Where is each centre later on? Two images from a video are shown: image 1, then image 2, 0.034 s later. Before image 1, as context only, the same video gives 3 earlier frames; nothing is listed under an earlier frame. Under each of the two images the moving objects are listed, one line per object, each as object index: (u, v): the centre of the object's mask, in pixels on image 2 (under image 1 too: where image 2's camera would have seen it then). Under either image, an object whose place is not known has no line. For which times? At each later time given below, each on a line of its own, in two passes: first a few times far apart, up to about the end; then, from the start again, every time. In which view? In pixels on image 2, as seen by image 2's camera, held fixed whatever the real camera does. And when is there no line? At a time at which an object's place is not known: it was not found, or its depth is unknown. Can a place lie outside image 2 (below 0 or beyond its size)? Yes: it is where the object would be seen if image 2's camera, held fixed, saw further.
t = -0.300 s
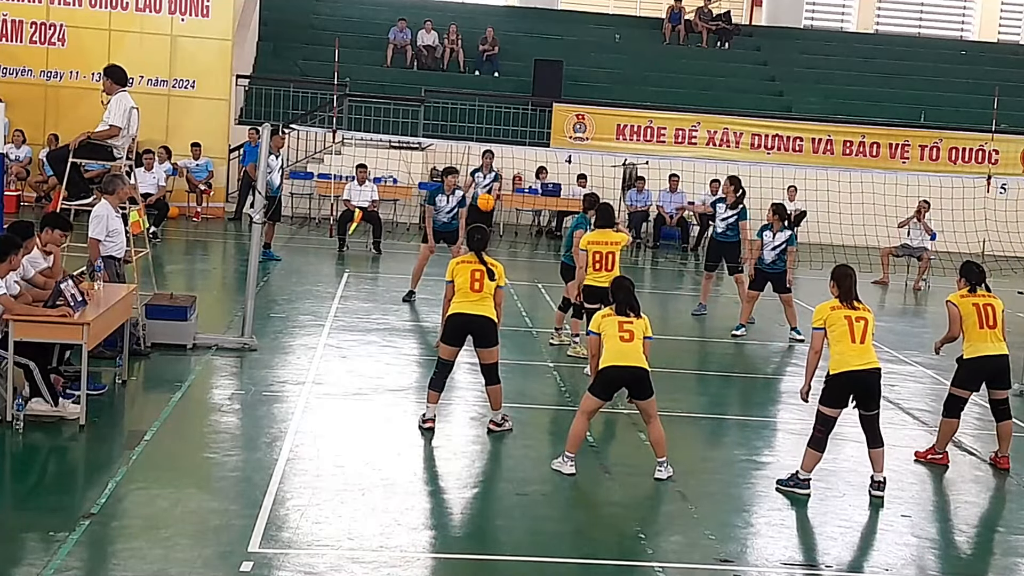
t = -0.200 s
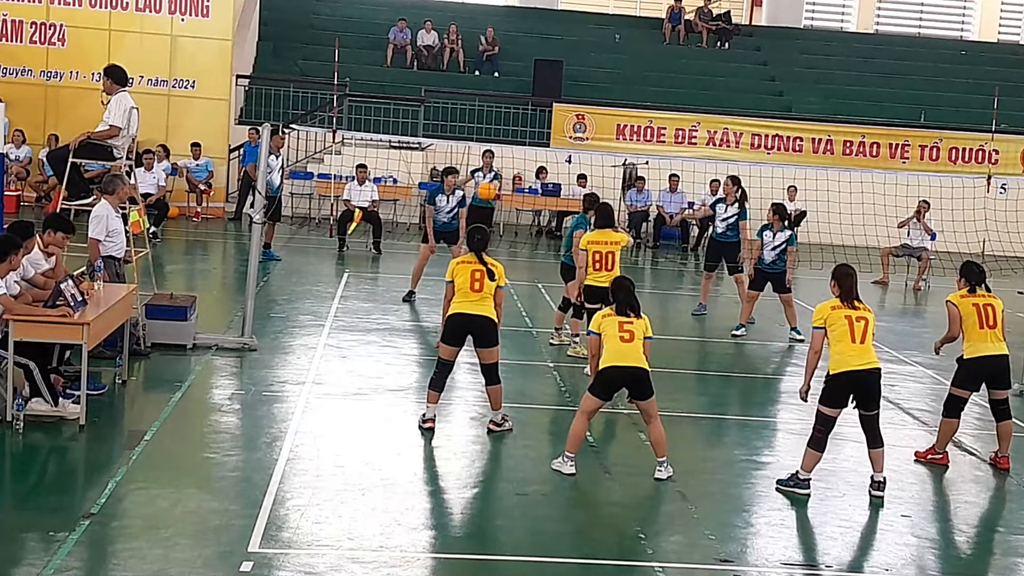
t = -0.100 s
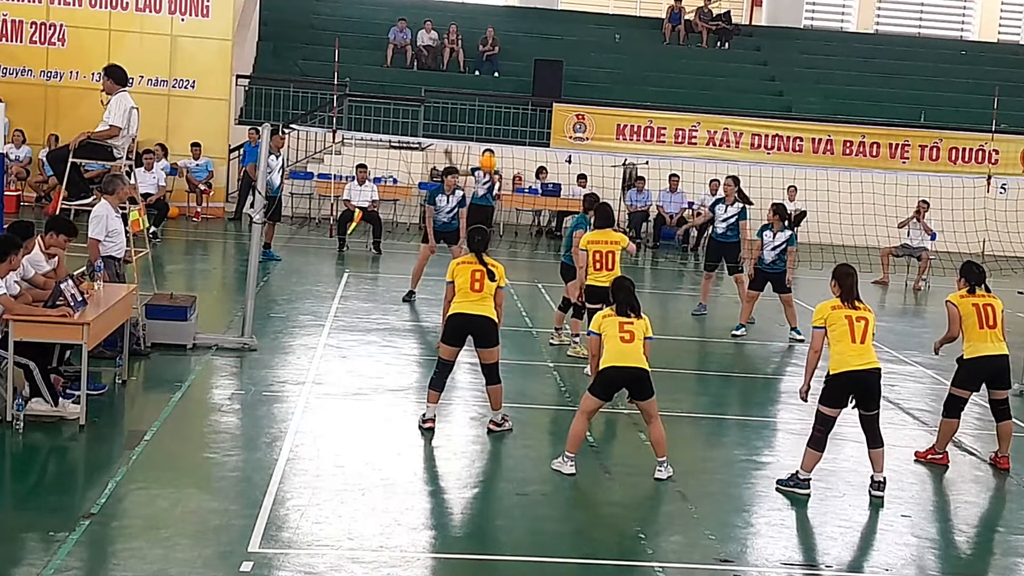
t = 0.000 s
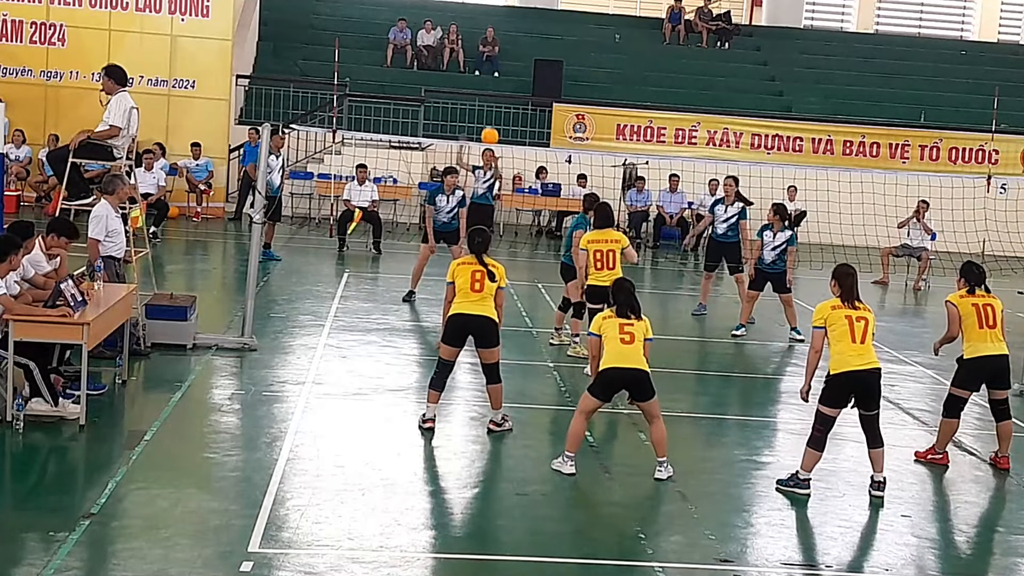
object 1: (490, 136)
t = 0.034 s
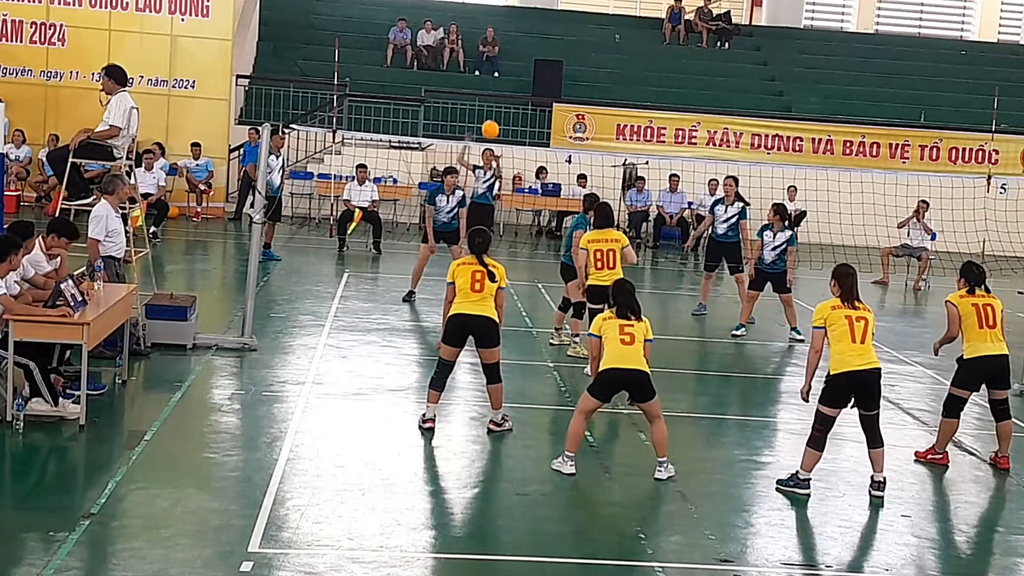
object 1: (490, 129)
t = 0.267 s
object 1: (492, 104)
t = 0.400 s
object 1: (493, 106)
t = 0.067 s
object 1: (491, 124)
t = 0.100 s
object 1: (491, 118)
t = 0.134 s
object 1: (491, 114)
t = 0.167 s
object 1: (492, 110)
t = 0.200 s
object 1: (492, 107)
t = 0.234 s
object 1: (492, 105)
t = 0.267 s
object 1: (492, 104)
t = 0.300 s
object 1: (493, 104)
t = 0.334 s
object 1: (493, 104)
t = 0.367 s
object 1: (493, 105)
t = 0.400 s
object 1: (493, 106)
